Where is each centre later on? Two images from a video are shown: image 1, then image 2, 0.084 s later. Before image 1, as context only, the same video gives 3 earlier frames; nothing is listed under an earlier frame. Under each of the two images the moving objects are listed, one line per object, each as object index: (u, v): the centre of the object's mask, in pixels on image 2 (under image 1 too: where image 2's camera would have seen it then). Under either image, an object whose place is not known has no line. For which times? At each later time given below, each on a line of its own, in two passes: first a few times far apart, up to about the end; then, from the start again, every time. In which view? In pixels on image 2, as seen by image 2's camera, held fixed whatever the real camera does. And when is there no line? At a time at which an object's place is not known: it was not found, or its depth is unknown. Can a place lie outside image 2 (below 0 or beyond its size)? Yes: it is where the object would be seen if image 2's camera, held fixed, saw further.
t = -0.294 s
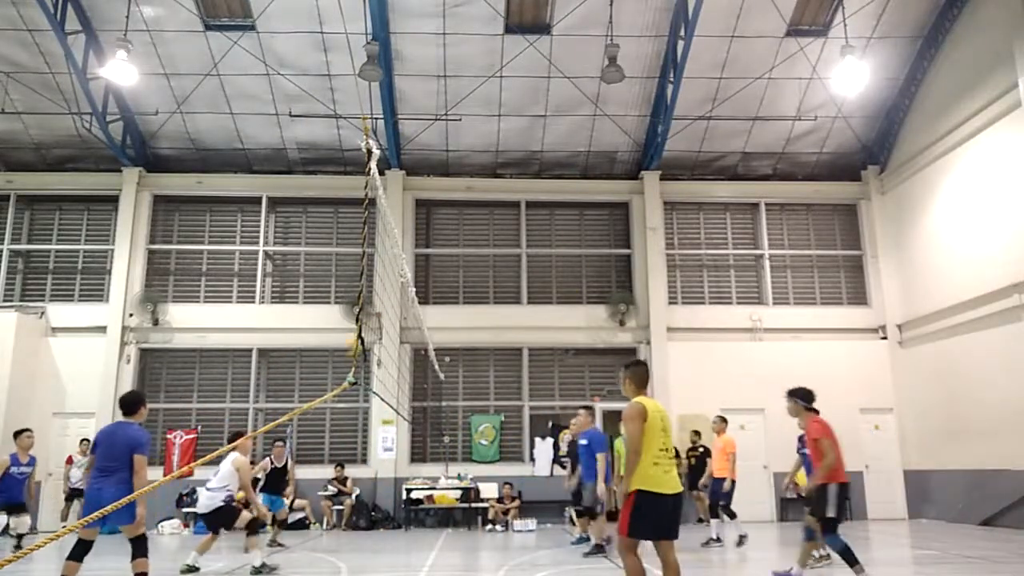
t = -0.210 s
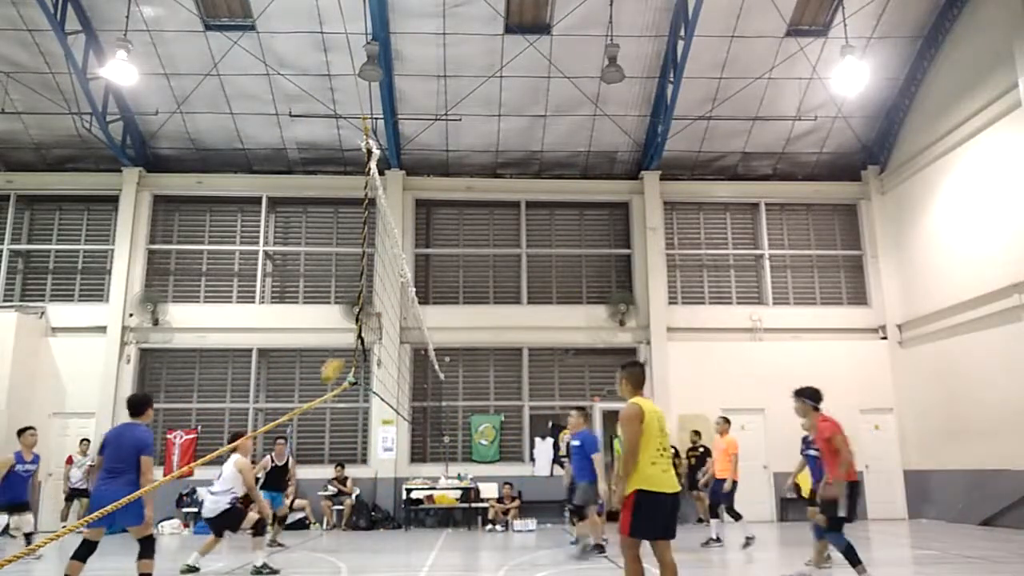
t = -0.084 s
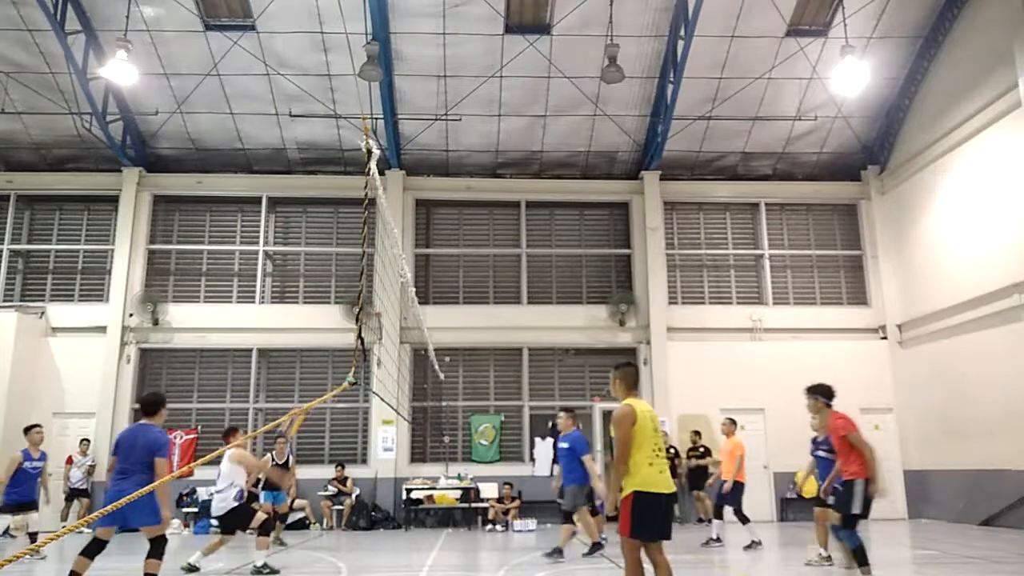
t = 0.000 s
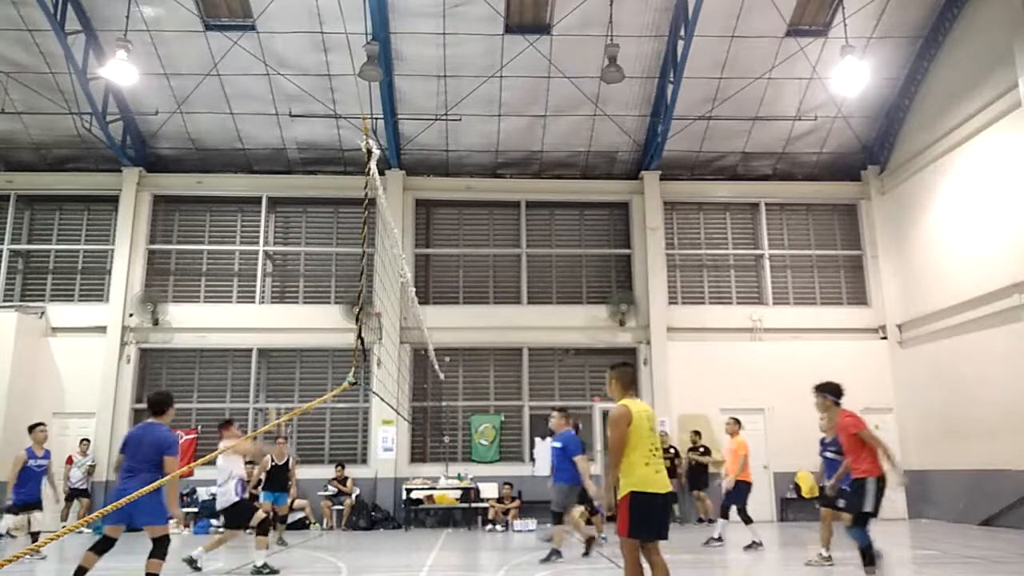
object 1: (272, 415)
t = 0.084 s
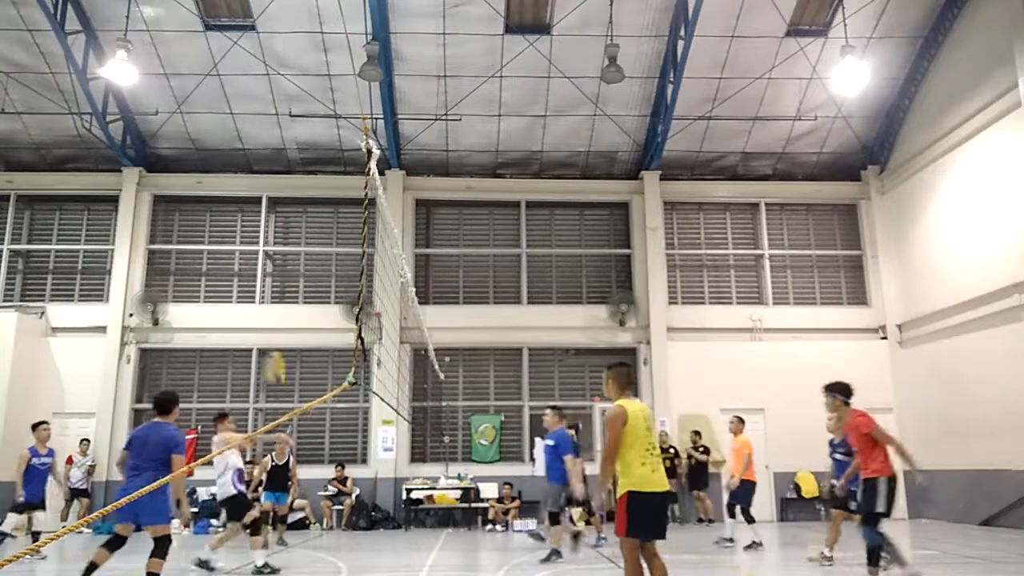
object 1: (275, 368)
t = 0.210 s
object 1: (275, 300)
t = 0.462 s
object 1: (266, 219)
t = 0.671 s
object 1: (257, 193)
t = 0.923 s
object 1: (242, 211)
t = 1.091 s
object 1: (230, 263)
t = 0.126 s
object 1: (275, 352)
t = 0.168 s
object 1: (274, 323)
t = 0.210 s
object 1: (275, 300)
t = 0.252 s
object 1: (272, 284)
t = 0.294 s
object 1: (272, 267)
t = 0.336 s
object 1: (271, 256)
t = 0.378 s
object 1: (270, 242)
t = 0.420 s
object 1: (269, 230)
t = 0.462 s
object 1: (266, 219)
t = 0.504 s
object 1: (265, 210)
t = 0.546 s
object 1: (263, 204)
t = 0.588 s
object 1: (261, 199)
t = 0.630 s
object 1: (259, 196)
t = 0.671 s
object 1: (257, 193)
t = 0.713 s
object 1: (255, 193)
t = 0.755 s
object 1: (253, 193)
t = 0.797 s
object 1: (250, 195)
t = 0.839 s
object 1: (247, 199)
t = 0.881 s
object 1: (244, 206)
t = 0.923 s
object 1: (242, 211)
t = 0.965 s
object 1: (238, 221)
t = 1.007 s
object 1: (236, 231)
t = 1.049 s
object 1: (233, 245)
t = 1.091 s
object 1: (230, 263)
